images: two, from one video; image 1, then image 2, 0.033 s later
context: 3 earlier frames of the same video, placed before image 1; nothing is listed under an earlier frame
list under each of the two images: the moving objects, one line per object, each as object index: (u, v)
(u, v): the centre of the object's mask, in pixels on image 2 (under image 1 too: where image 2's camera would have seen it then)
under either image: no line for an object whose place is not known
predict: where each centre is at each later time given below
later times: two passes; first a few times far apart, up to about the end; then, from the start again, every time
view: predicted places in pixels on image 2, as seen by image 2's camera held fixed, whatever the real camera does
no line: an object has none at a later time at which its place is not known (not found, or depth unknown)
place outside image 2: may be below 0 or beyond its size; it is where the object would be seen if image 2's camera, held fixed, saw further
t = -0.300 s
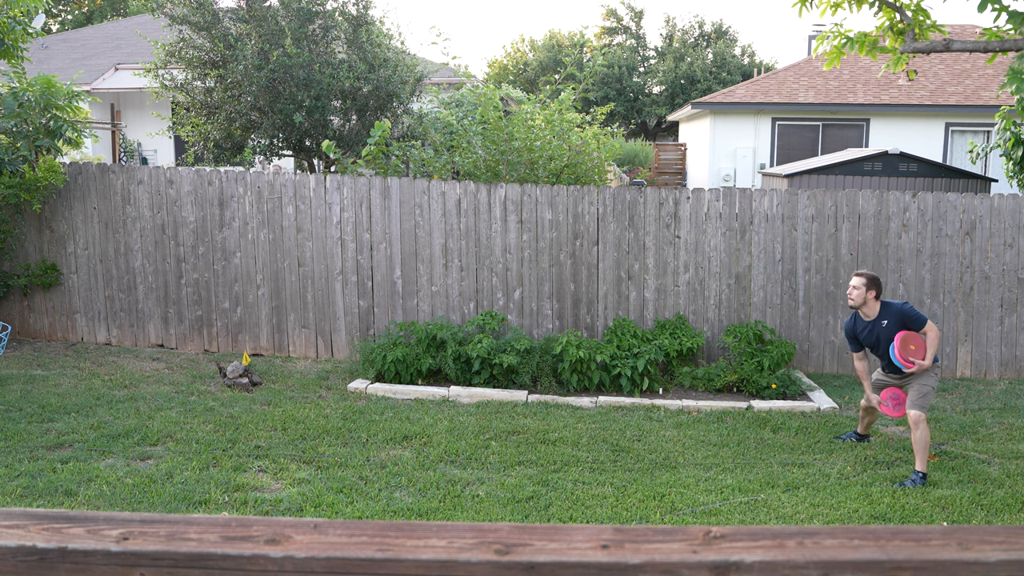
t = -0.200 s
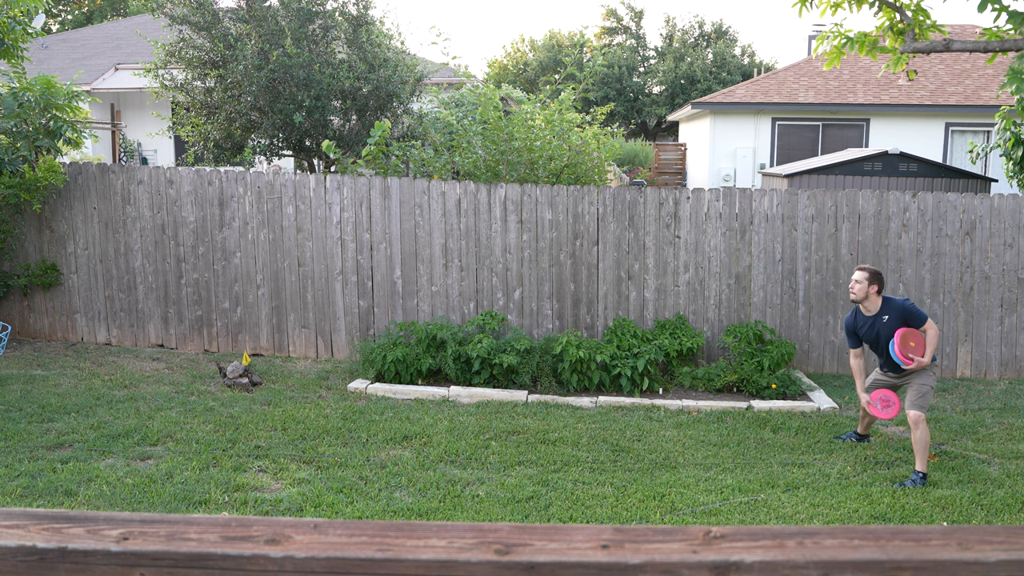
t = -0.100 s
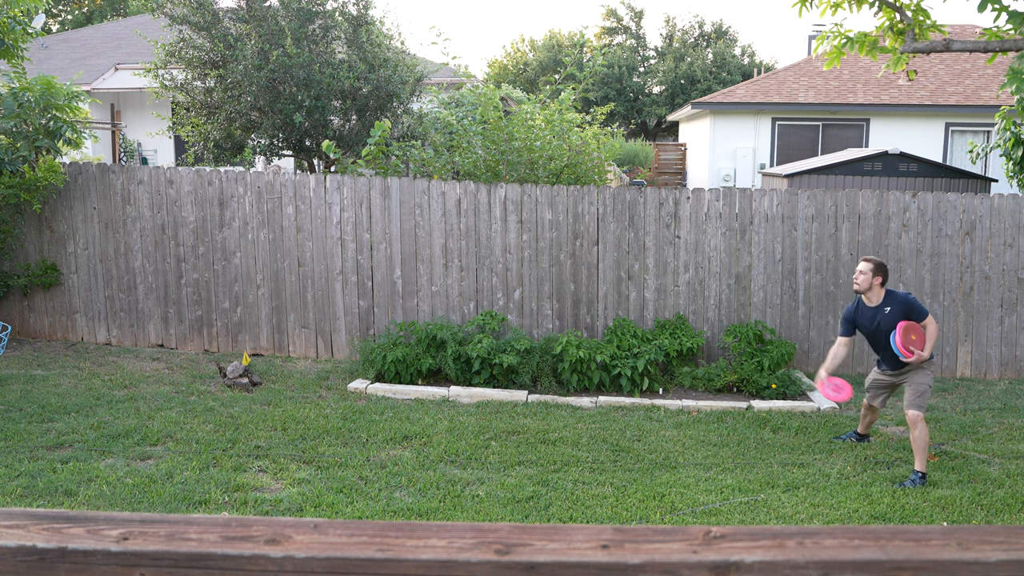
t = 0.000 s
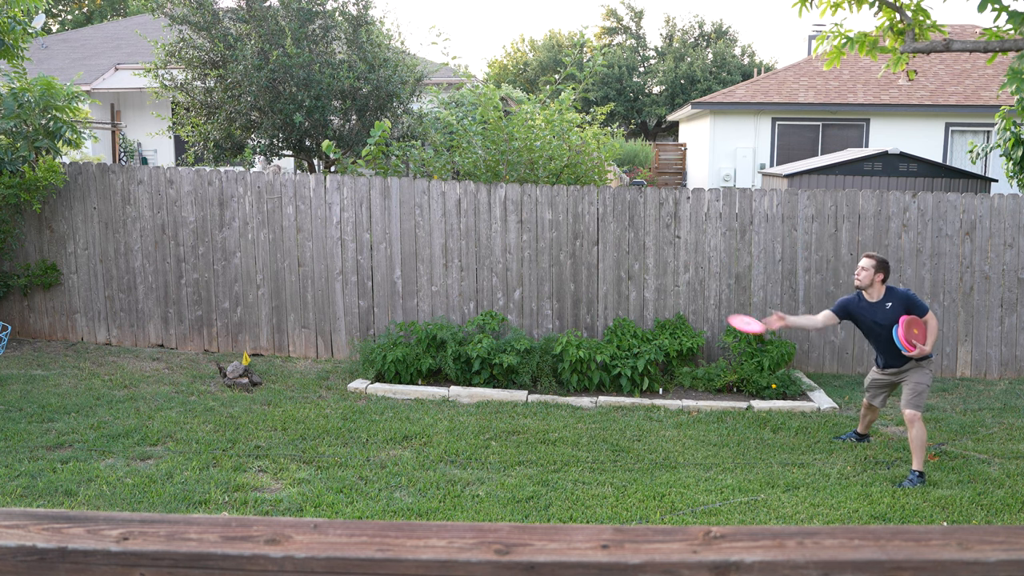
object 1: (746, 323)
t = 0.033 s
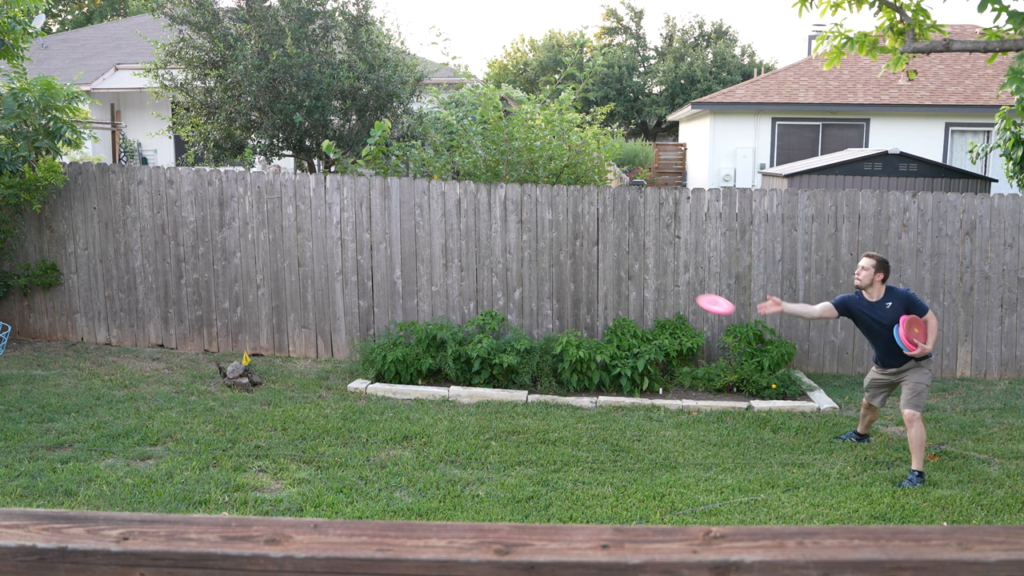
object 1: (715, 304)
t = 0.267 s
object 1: (485, 222)
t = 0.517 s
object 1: (237, 233)
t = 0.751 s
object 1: (19, 302)
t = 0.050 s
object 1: (699, 295)
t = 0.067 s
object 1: (684, 286)
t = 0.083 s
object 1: (667, 278)
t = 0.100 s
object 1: (652, 270)
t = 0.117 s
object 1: (635, 263)
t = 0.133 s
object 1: (619, 257)
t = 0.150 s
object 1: (602, 251)
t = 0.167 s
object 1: (585, 245)
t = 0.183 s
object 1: (569, 240)
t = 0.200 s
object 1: (552, 236)
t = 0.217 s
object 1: (536, 232)
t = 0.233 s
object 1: (519, 228)
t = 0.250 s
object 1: (502, 225)
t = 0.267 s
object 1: (485, 222)
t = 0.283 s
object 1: (468, 220)
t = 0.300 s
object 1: (451, 219)
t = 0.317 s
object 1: (435, 218)
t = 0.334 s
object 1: (417, 217)
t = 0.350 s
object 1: (401, 216)
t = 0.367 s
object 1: (385, 216)
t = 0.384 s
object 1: (368, 217)
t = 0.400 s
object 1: (351, 217)
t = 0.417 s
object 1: (335, 219)
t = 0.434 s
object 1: (318, 220)
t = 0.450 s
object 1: (301, 222)
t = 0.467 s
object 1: (285, 225)
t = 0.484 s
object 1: (269, 227)
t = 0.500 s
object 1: (253, 230)
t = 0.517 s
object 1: (237, 233)
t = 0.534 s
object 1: (221, 237)
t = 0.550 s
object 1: (204, 241)
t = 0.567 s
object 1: (189, 245)
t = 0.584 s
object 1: (173, 249)
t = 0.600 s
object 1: (157, 253)
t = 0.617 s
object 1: (142, 258)
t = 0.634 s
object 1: (126, 263)
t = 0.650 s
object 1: (111, 268)
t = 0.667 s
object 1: (96, 273)
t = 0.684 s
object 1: (80, 278)
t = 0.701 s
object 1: (64, 284)
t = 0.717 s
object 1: (49, 290)
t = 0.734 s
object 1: (34, 296)
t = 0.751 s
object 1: (19, 302)
